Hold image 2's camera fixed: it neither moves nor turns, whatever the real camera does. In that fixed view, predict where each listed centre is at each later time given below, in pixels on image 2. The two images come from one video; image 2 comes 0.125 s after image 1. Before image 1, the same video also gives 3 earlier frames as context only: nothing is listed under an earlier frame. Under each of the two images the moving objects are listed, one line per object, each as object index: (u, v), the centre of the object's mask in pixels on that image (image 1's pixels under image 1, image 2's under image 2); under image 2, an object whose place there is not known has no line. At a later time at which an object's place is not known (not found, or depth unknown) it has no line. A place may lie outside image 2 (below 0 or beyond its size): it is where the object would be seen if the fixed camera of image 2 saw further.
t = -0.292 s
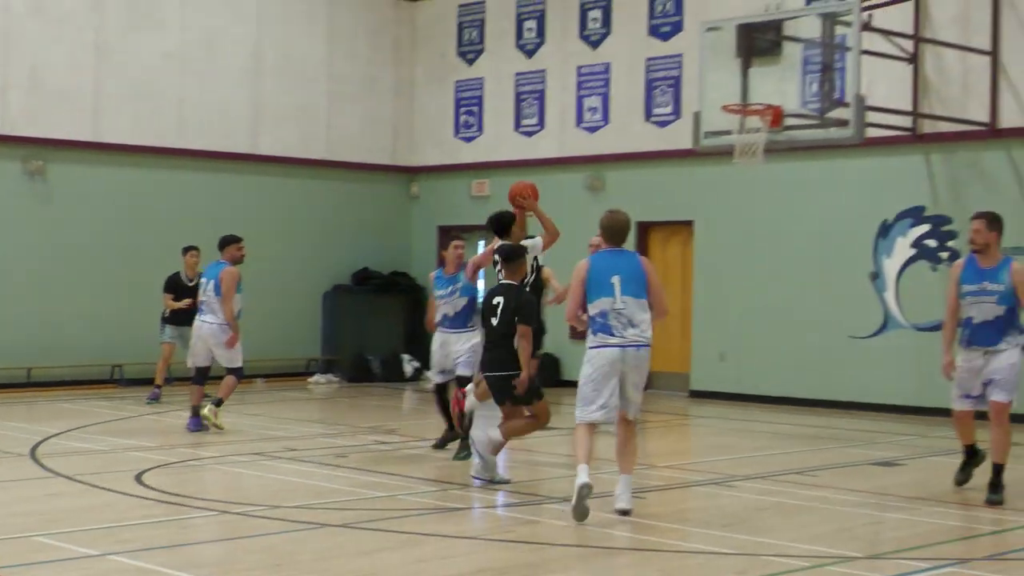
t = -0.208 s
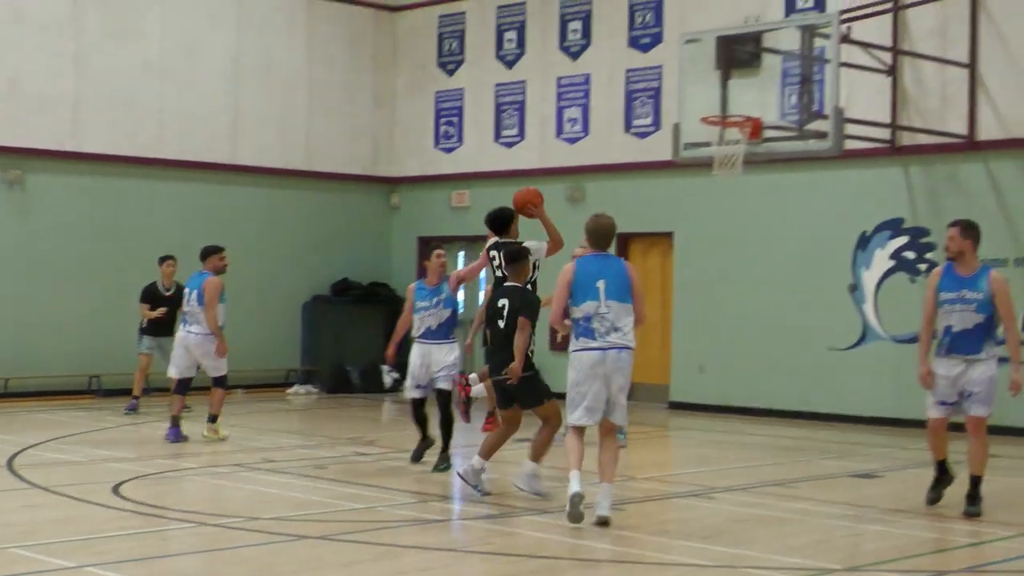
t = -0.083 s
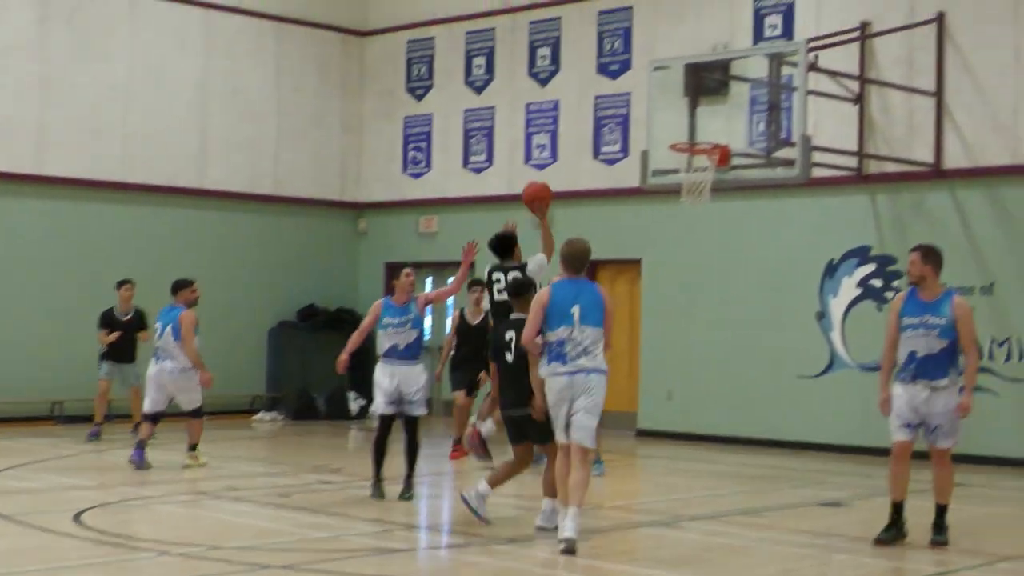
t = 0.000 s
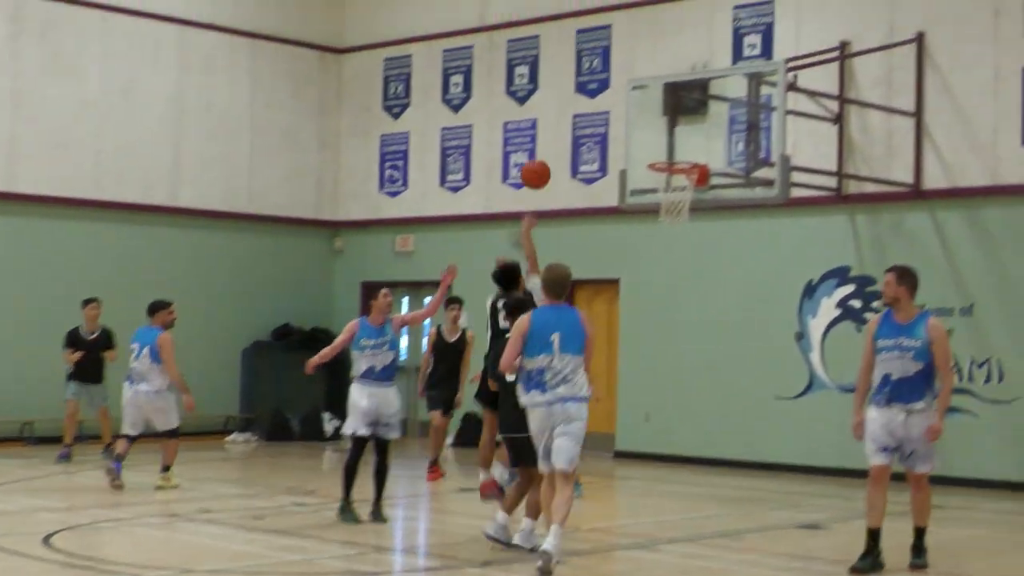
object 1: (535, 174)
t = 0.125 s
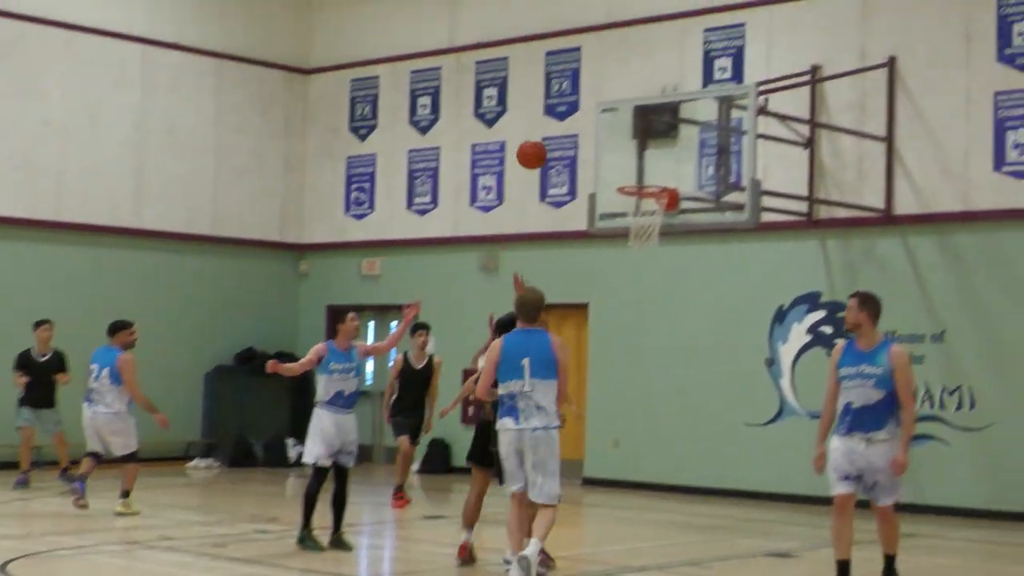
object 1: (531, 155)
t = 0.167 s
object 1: (544, 142)
